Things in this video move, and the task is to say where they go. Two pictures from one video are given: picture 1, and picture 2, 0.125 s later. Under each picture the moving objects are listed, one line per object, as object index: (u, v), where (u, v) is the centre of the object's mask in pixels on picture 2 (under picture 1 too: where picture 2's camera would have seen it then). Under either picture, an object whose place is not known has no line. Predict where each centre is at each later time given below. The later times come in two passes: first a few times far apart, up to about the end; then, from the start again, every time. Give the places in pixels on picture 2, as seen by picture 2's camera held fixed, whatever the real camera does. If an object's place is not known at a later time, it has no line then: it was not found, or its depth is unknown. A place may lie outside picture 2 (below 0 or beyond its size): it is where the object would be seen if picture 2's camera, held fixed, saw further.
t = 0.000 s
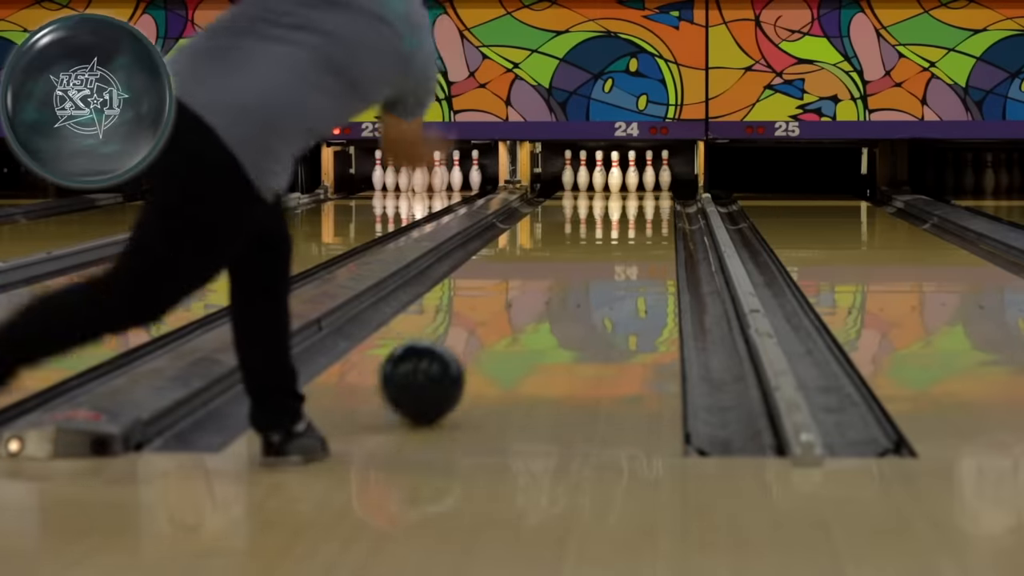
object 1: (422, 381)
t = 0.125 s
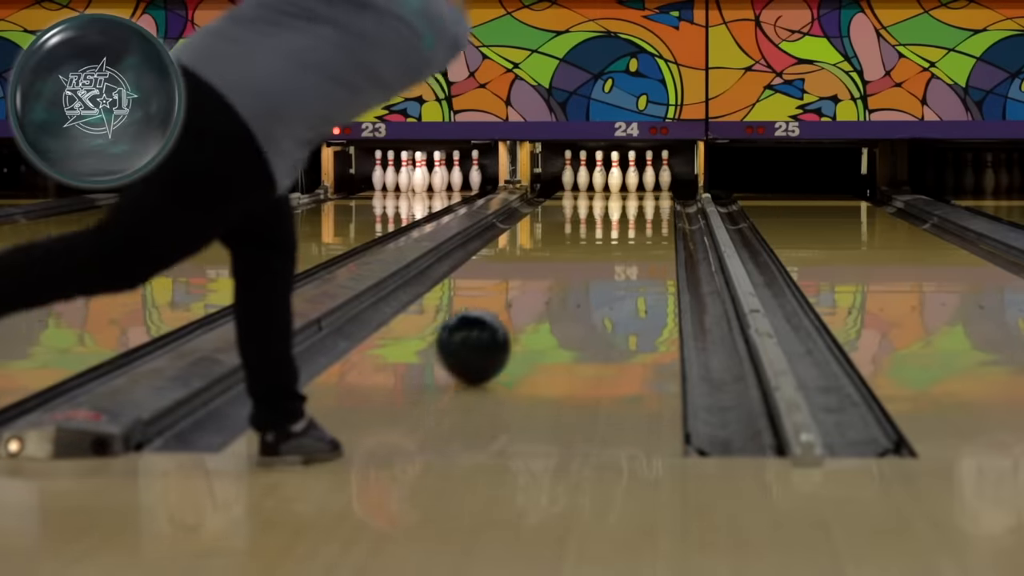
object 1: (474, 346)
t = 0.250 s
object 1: (513, 318)
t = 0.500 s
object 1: (568, 280)
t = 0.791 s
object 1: (609, 249)
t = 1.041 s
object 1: (634, 230)
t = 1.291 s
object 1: (650, 216)
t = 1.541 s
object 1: (658, 206)
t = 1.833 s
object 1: (658, 196)
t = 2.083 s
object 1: (649, 188)
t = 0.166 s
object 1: (488, 336)
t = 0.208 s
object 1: (501, 327)
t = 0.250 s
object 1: (513, 318)
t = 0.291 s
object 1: (524, 311)
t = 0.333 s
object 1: (534, 303)
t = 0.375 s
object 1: (544, 297)
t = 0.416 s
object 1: (552, 290)
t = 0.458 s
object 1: (560, 285)
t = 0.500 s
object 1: (568, 280)
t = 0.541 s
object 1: (575, 275)
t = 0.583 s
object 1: (582, 270)
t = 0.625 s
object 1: (588, 265)
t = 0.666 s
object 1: (594, 261)
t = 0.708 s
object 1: (599, 257)
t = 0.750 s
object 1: (605, 253)
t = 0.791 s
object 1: (609, 249)
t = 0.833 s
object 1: (614, 246)
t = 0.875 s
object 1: (619, 243)
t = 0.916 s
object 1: (623, 239)
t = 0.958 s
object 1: (626, 236)
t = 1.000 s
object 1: (630, 233)
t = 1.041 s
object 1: (634, 230)
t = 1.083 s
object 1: (637, 227)
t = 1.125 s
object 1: (640, 225)
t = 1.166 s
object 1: (643, 223)
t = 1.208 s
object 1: (645, 220)
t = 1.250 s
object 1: (648, 218)
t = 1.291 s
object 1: (650, 216)
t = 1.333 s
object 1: (652, 214)
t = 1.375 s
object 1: (654, 212)
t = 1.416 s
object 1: (655, 211)
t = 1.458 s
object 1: (657, 209)
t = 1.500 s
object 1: (657, 207)
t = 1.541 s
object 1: (658, 206)
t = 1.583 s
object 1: (659, 204)
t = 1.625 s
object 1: (659, 203)
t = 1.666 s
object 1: (659, 201)
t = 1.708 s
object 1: (660, 200)
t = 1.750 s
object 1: (659, 198)
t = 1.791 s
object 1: (659, 197)
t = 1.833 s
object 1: (658, 196)
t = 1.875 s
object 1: (657, 194)
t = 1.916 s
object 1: (656, 193)
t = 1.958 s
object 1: (655, 191)
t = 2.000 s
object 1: (653, 190)
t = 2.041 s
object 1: (652, 189)
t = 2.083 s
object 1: (649, 188)
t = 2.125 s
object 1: (646, 187)
